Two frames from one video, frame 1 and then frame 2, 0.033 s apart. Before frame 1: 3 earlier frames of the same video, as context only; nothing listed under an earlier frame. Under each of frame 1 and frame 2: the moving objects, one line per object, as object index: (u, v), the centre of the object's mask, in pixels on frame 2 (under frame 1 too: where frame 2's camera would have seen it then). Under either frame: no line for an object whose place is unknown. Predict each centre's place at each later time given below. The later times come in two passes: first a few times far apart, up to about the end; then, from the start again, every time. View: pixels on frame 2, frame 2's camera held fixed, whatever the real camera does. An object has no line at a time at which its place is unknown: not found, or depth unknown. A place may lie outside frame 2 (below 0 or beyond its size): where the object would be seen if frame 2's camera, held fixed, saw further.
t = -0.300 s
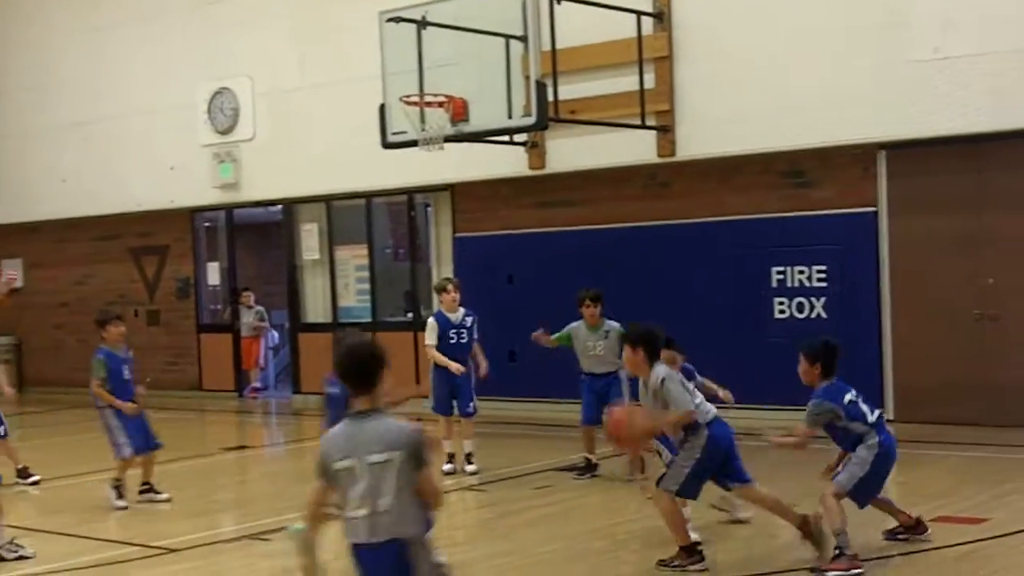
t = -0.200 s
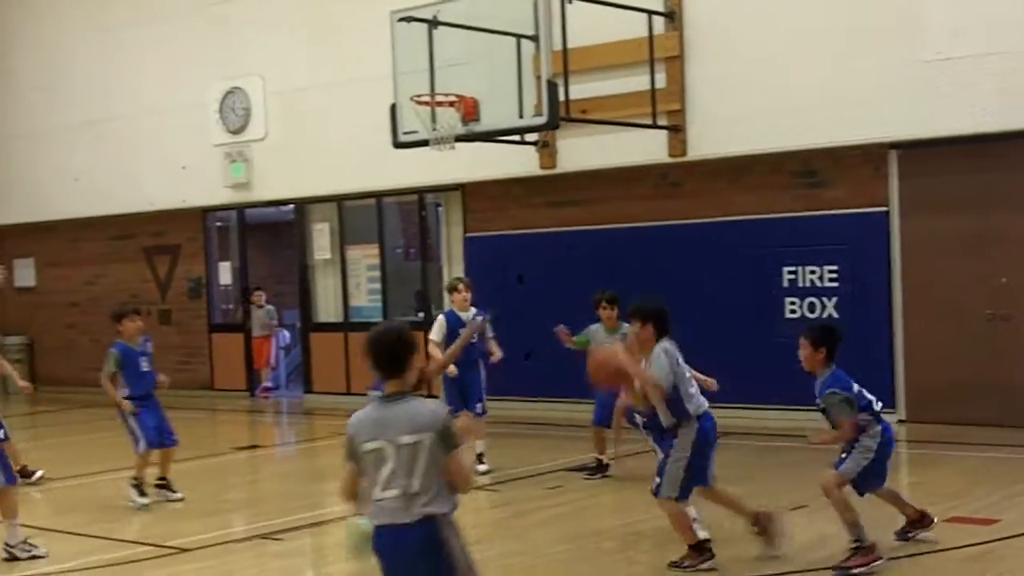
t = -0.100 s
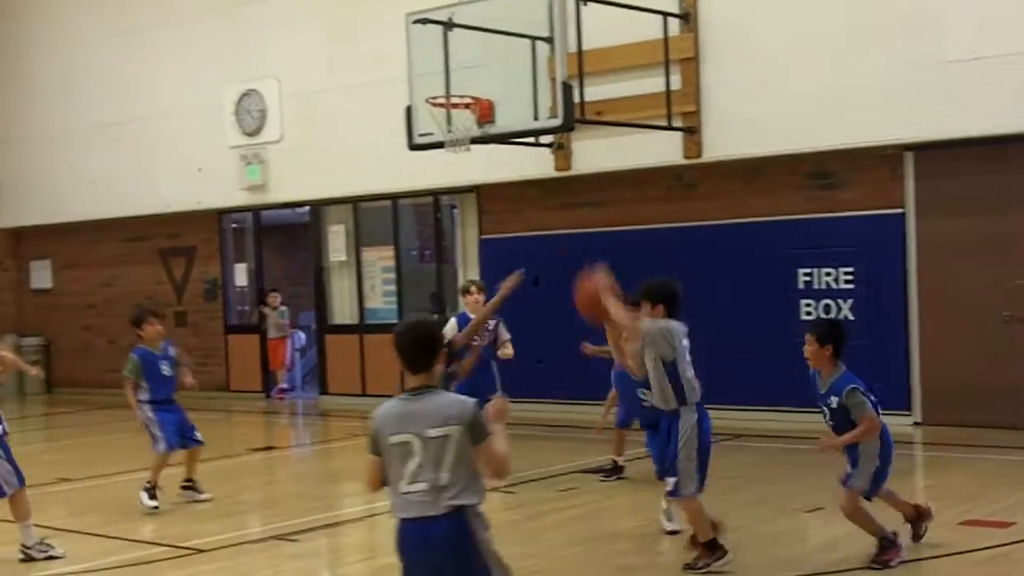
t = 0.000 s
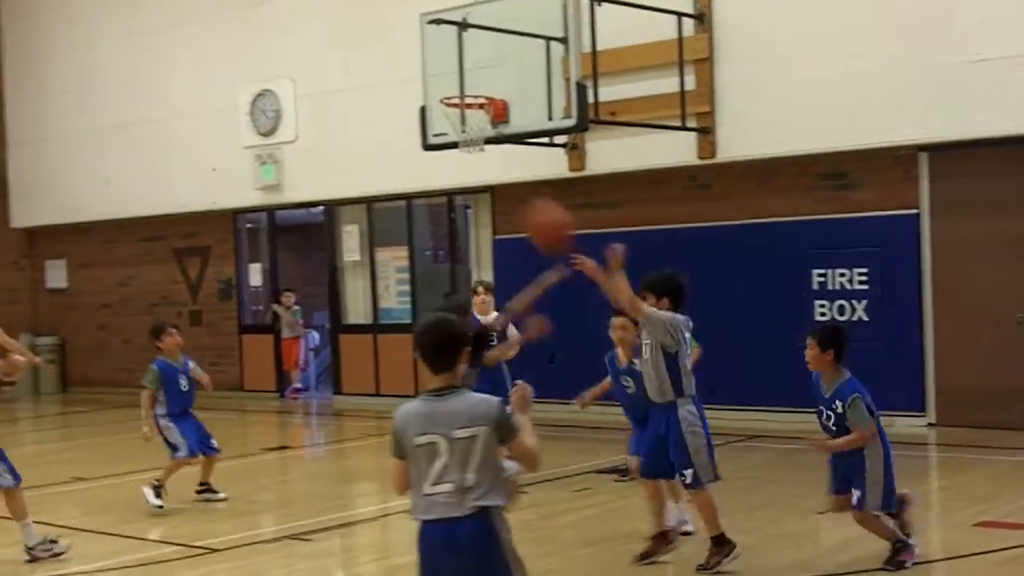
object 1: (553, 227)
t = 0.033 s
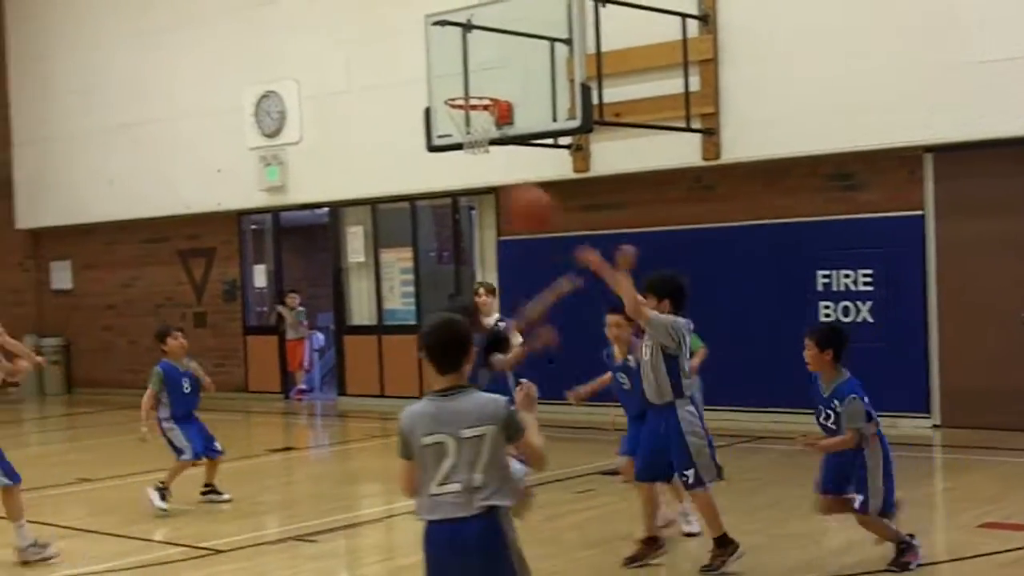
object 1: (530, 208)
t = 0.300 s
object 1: (333, 127)
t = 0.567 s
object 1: (147, 182)
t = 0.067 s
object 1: (504, 188)
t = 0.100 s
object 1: (479, 176)
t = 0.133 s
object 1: (453, 161)
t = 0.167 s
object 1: (429, 151)
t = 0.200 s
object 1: (404, 141)
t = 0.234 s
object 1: (380, 134)
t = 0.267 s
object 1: (356, 130)
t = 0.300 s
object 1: (333, 127)
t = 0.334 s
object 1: (309, 127)
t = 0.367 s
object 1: (287, 128)
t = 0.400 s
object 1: (262, 132)
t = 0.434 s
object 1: (238, 138)
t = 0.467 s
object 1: (215, 146)
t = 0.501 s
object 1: (192, 156)
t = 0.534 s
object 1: (169, 168)
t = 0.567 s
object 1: (147, 182)
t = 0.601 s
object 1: (124, 198)
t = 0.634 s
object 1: (102, 219)
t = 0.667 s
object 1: (76, 240)
